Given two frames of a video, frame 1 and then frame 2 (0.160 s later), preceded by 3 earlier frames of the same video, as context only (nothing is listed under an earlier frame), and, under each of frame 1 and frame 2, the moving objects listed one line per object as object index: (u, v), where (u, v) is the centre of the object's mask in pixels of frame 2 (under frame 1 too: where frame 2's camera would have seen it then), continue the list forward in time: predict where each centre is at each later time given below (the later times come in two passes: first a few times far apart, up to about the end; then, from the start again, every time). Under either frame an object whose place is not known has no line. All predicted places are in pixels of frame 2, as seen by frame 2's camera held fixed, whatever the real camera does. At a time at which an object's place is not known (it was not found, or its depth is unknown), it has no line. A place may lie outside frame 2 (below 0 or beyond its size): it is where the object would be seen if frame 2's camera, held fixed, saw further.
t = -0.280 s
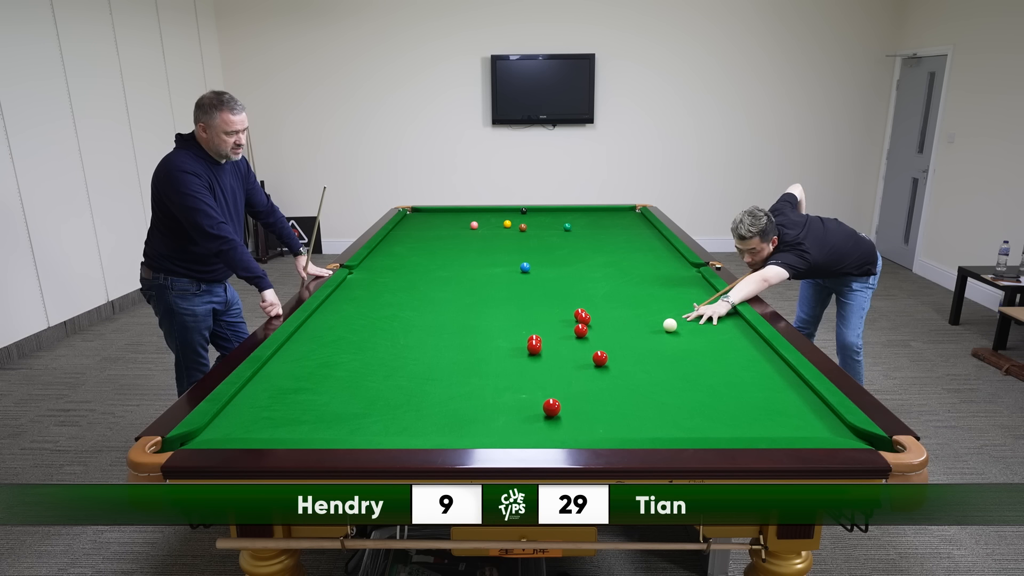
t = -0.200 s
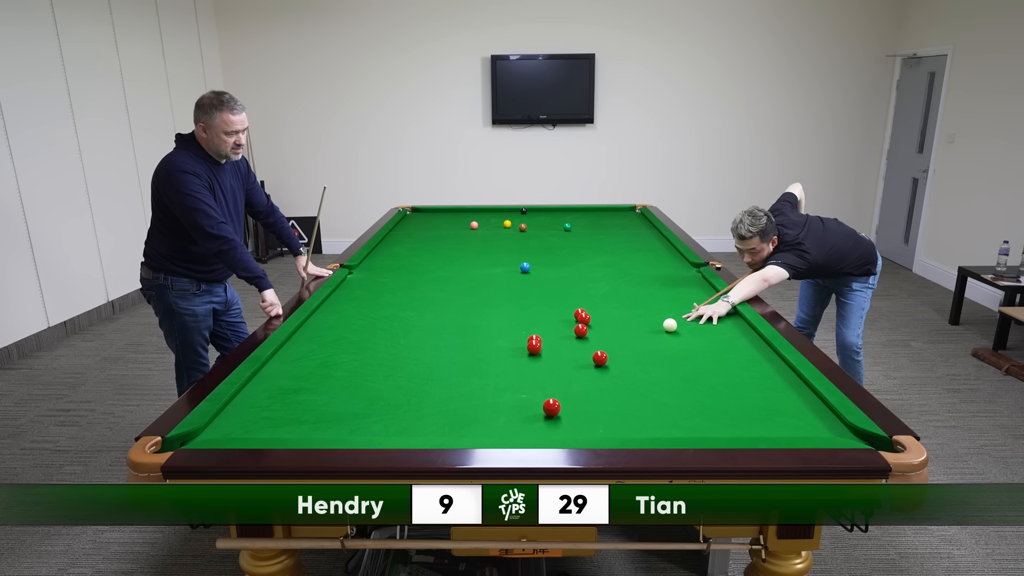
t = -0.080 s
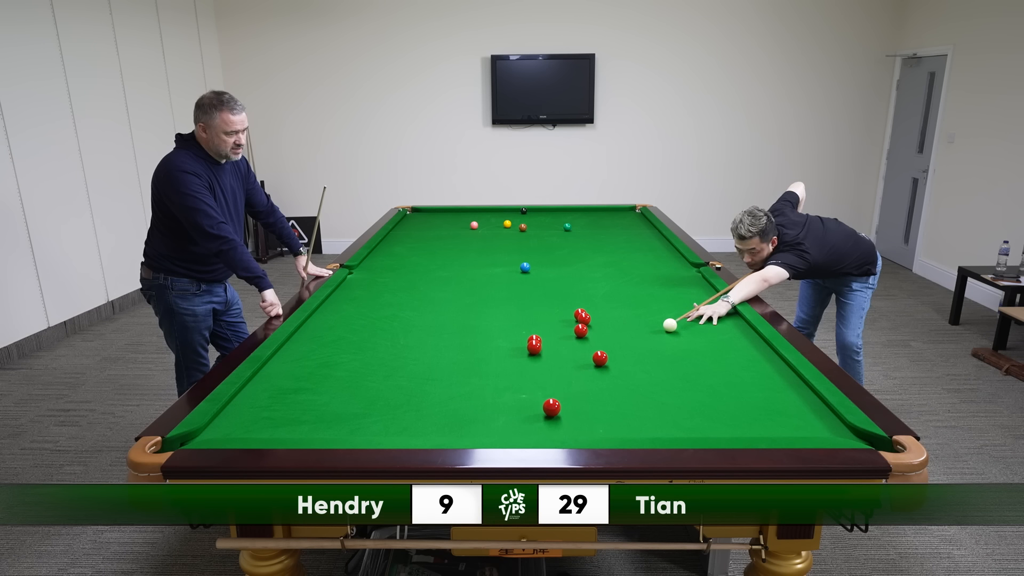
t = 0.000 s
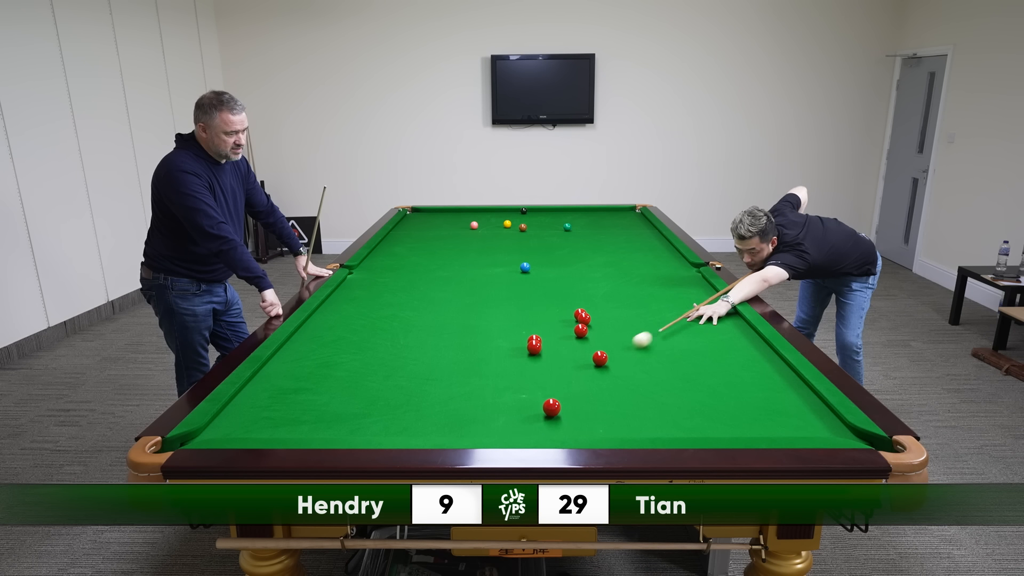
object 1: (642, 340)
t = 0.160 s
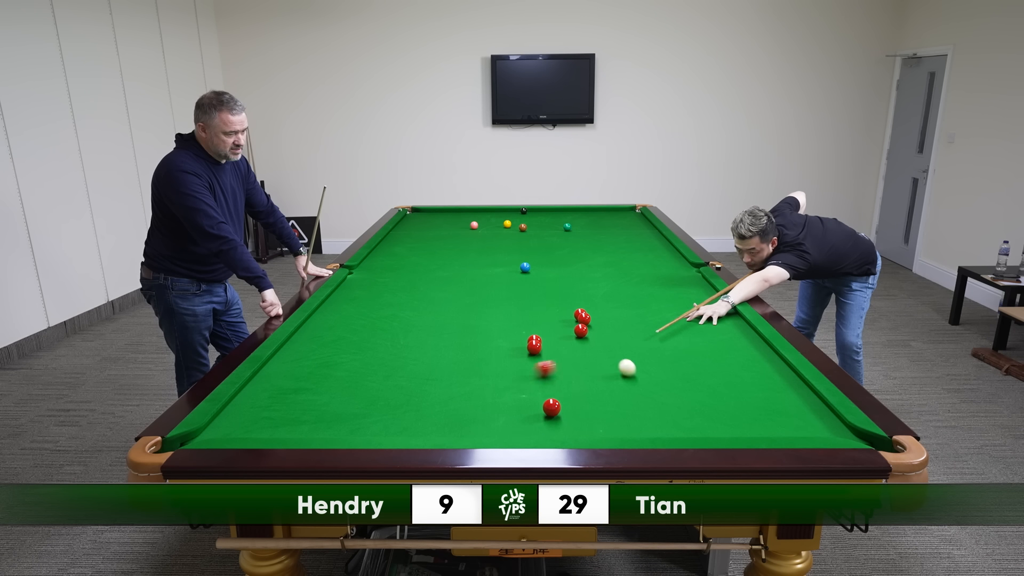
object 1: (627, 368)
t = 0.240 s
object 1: (637, 379)
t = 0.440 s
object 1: (656, 411)
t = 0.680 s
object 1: (672, 420)
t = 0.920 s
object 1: (677, 396)
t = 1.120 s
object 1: (681, 380)
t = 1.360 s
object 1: (685, 363)
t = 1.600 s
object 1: (689, 349)
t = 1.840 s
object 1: (692, 337)
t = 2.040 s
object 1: (694, 327)
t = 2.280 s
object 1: (697, 318)
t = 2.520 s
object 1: (699, 309)
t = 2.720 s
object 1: (701, 302)
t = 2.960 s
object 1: (702, 295)
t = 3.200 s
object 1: (704, 289)
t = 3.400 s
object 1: (705, 284)
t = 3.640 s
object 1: (699, 280)
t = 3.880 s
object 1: (693, 276)
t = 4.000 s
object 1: (689, 274)
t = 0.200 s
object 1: (632, 373)
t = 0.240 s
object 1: (637, 379)
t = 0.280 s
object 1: (640, 385)
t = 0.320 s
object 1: (644, 391)
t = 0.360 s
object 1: (648, 397)
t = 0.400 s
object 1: (652, 404)
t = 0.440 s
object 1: (656, 411)
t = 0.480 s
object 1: (660, 418)
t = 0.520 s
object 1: (665, 425)
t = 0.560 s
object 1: (669, 430)
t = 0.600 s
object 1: (671, 430)
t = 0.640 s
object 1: (672, 426)
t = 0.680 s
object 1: (672, 420)
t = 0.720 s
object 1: (673, 415)
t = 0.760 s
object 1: (674, 411)
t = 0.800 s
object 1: (675, 407)
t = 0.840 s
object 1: (676, 403)
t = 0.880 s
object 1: (676, 400)
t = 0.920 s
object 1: (677, 396)
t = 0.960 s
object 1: (678, 393)
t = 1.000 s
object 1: (679, 389)
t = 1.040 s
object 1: (680, 386)
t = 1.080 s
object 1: (680, 383)
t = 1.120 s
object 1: (681, 380)
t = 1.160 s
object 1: (682, 377)
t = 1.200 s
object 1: (683, 374)
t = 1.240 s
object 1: (683, 371)
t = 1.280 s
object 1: (684, 369)
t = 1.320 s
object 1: (685, 366)
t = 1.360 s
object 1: (685, 363)
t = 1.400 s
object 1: (686, 361)
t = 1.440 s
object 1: (686, 358)
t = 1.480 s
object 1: (687, 356)
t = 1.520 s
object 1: (688, 354)
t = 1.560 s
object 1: (688, 351)
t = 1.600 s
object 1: (689, 349)
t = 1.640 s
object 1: (689, 347)
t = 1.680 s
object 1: (690, 345)
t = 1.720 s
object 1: (690, 343)
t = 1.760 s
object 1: (691, 340)
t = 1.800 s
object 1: (691, 339)
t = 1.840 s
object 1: (692, 337)
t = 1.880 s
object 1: (692, 335)
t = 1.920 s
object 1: (693, 333)
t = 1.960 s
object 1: (693, 331)
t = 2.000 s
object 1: (694, 329)
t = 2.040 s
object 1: (694, 327)
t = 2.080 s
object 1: (694, 326)
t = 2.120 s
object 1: (695, 324)
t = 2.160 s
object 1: (695, 322)
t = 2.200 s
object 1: (696, 321)
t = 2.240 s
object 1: (696, 319)
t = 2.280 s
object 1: (697, 318)
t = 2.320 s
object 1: (697, 316)
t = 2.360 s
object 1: (697, 315)
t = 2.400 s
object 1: (698, 313)
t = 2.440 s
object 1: (698, 312)
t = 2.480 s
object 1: (698, 310)
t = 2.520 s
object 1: (699, 309)
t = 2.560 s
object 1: (699, 307)
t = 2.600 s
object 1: (700, 306)
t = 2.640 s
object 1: (700, 305)
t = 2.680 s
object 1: (700, 304)
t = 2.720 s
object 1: (701, 302)
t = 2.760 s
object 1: (701, 301)
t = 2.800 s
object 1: (701, 300)
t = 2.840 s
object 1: (701, 299)
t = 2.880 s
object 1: (702, 298)
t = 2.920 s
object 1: (702, 297)
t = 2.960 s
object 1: (702, 295)
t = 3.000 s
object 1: (703, 294)
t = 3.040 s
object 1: (703, 293)
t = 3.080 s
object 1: (703, 292)
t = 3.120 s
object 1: (704, 291)
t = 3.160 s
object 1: (704, 290)
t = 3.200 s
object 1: (704, 289)
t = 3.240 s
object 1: (704, 288)
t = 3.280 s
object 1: (705, 287)
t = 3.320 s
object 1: (705, 286)
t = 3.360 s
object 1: (705, 285)
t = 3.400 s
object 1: (705, 284)
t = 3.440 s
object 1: (705, 284)
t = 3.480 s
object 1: (704, 283)
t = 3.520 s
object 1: (703, 282)
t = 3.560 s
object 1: (701, 281)
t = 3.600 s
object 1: (700, 281)
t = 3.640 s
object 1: (699, 280)
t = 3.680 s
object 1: (698, 279)
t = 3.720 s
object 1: (697, 278)
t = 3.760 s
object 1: (696, 278)
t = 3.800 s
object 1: (695, 277)
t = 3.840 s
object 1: (694, 277)
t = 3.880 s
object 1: (693, 276)
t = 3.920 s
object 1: (691, 275)
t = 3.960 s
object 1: (690, 275)
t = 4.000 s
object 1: (689, 274)
